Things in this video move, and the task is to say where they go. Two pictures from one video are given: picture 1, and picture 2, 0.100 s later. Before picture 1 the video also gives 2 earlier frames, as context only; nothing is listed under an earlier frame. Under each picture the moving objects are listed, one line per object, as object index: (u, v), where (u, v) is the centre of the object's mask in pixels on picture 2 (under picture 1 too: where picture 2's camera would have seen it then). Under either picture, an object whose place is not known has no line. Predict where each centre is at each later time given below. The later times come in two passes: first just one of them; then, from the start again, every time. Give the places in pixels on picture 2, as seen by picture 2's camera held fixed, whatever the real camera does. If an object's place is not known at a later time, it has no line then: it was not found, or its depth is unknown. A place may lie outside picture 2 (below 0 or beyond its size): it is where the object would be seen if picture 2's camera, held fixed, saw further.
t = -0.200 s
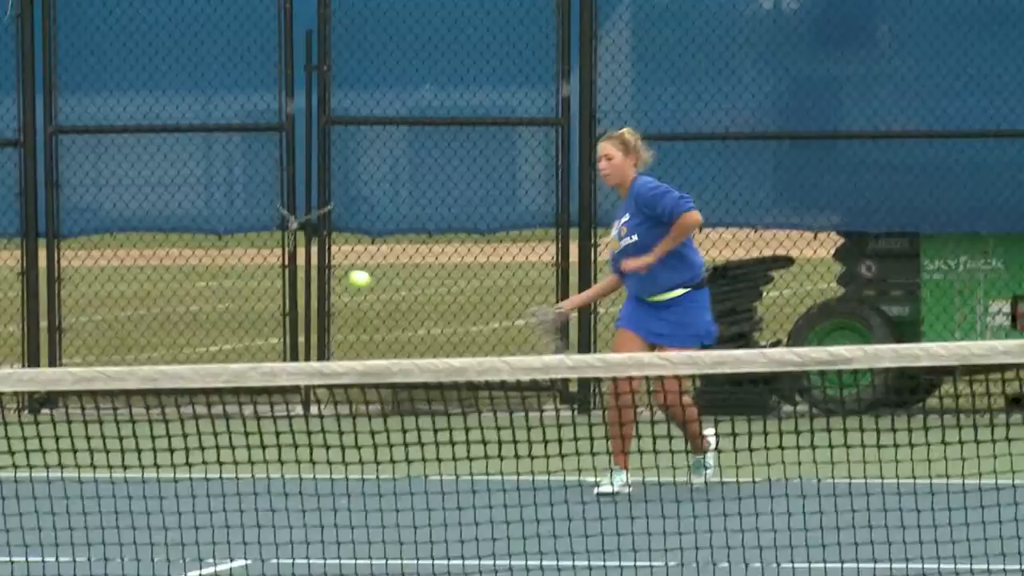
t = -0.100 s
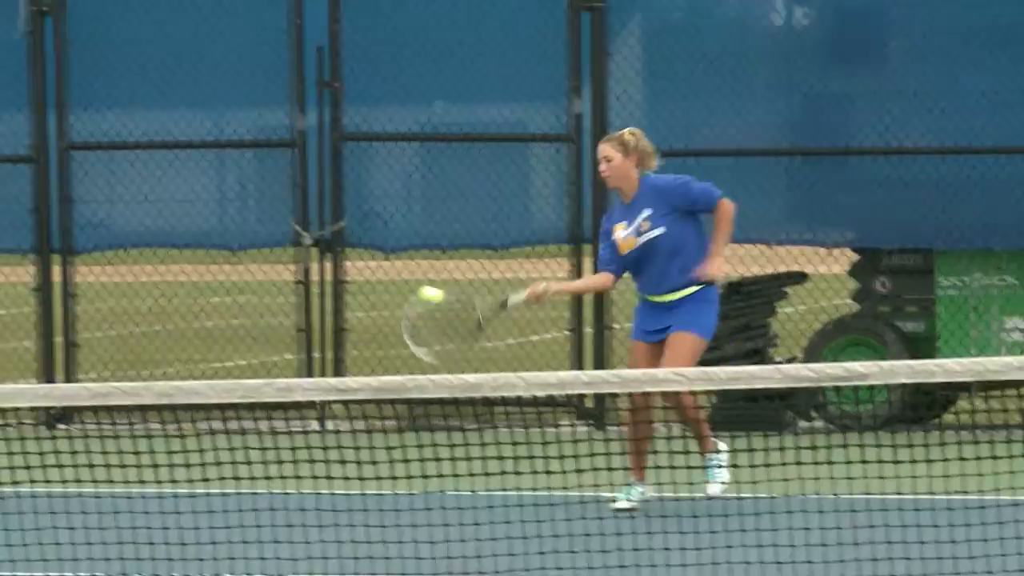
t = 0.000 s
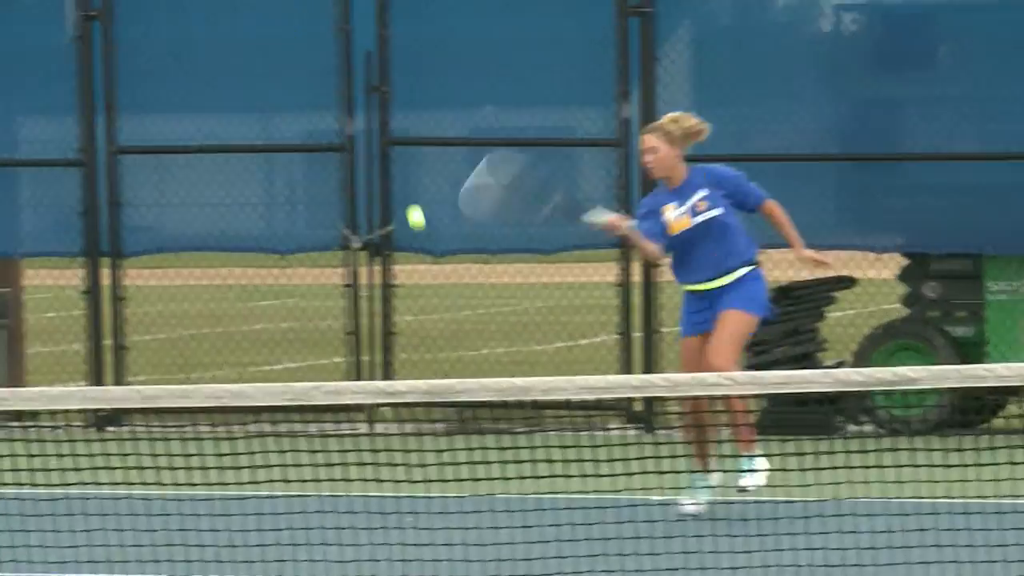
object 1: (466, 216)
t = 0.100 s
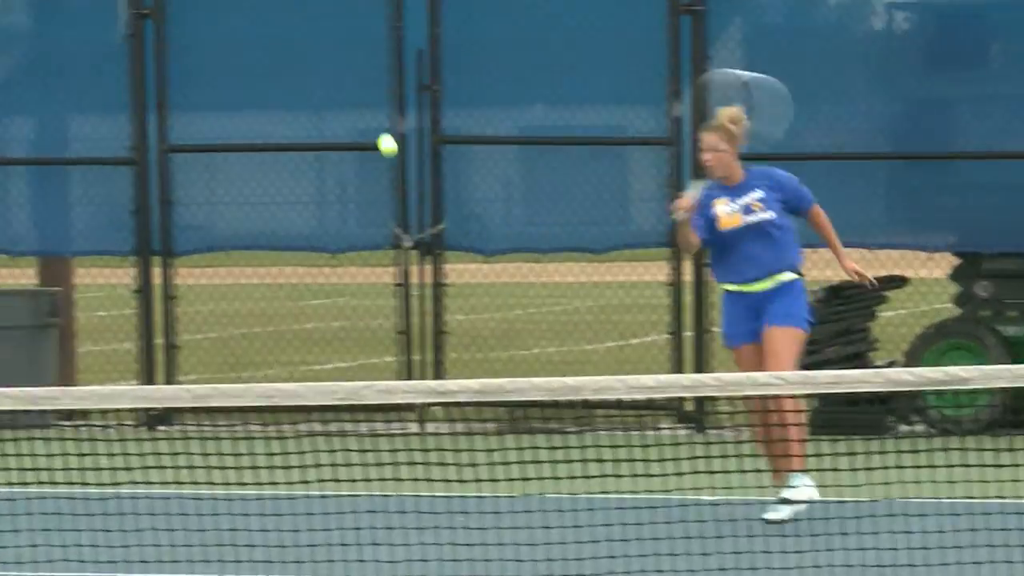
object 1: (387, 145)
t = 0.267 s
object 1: (250, 71)
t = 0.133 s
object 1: (360, 125)
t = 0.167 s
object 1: (333, 108)
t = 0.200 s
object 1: (306, 93)
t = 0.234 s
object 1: (278, 81)
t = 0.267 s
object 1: (250, 71)
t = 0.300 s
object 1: (221, 64)
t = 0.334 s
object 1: (191, 59)
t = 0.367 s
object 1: (160, 58)
